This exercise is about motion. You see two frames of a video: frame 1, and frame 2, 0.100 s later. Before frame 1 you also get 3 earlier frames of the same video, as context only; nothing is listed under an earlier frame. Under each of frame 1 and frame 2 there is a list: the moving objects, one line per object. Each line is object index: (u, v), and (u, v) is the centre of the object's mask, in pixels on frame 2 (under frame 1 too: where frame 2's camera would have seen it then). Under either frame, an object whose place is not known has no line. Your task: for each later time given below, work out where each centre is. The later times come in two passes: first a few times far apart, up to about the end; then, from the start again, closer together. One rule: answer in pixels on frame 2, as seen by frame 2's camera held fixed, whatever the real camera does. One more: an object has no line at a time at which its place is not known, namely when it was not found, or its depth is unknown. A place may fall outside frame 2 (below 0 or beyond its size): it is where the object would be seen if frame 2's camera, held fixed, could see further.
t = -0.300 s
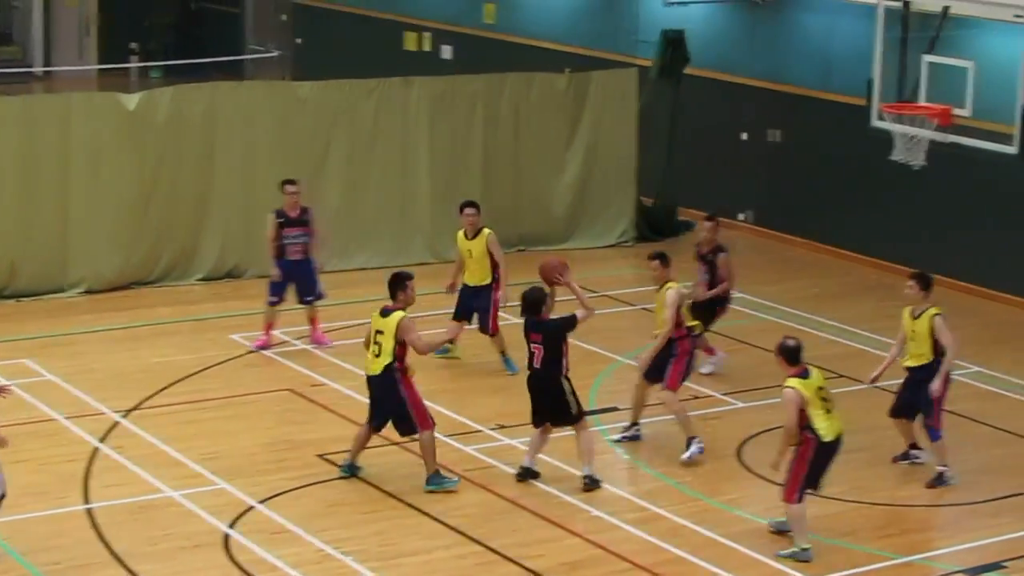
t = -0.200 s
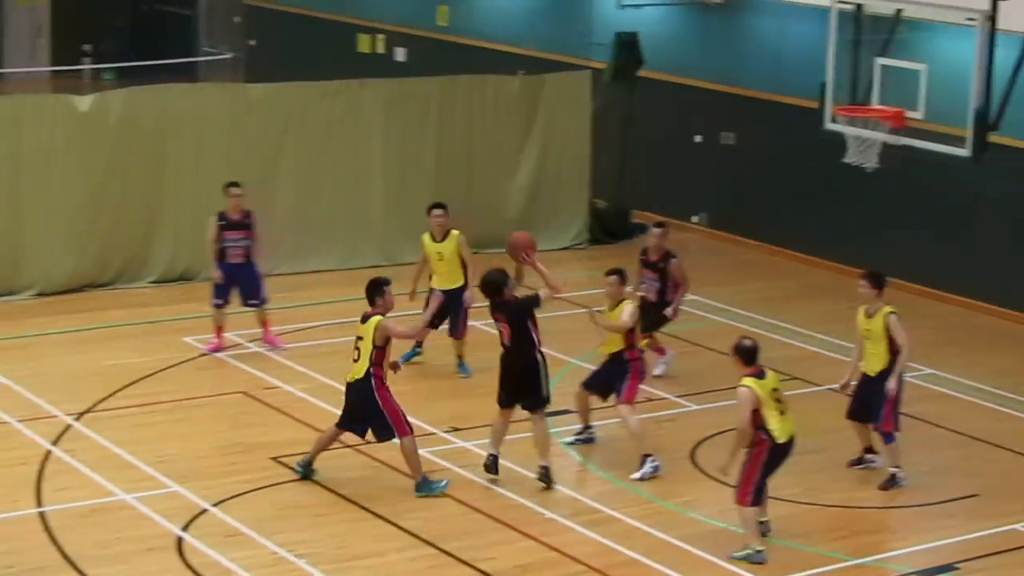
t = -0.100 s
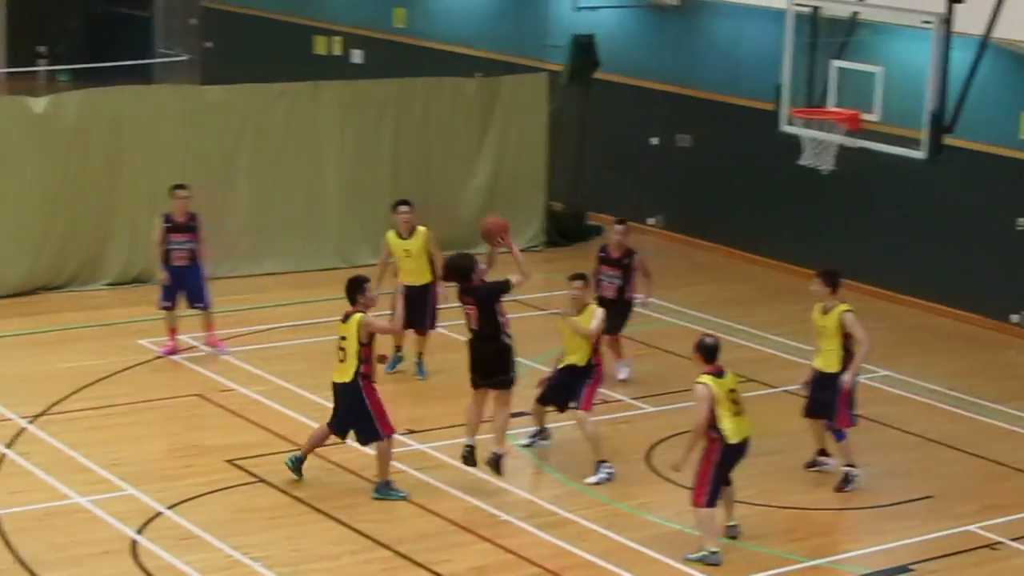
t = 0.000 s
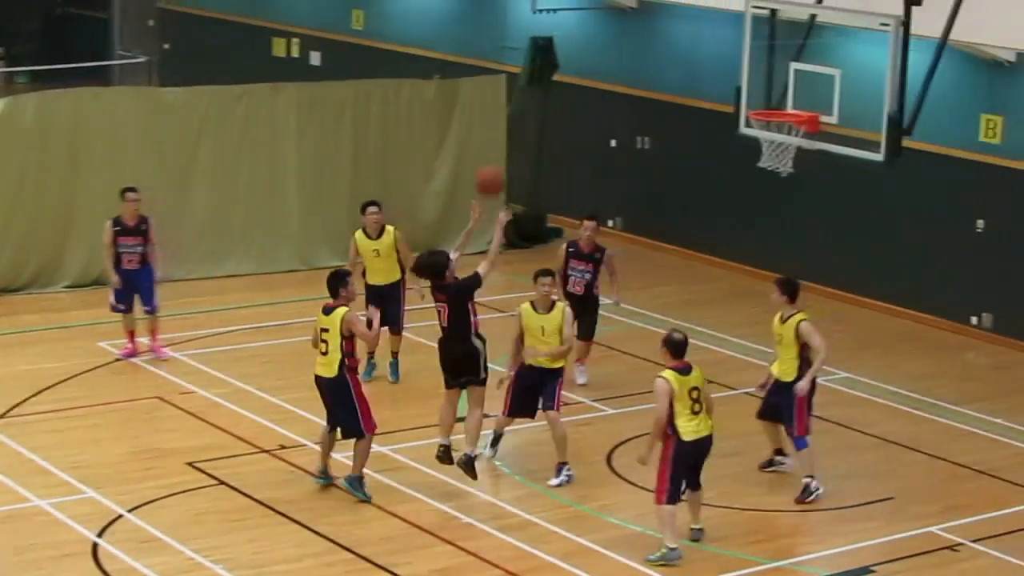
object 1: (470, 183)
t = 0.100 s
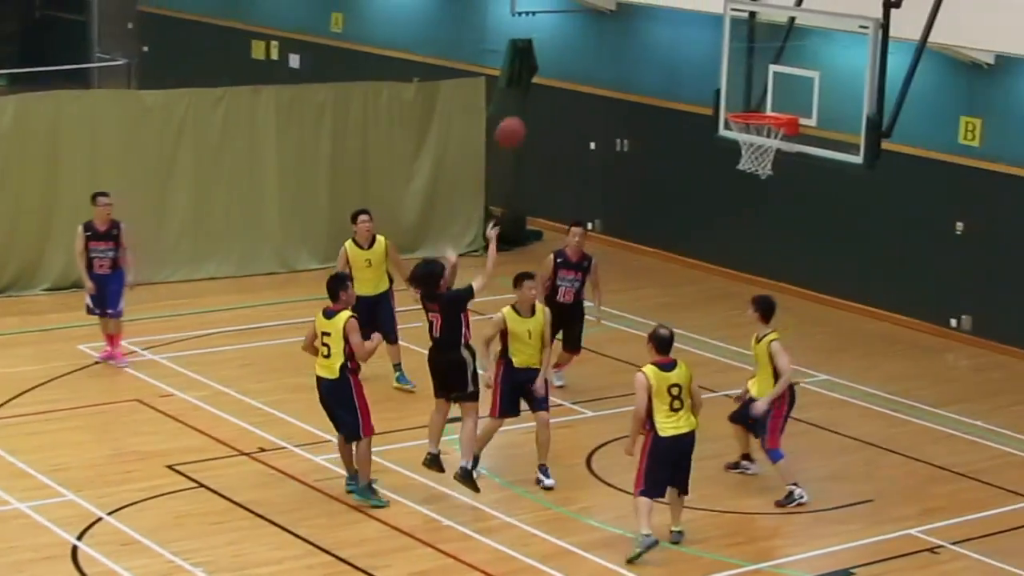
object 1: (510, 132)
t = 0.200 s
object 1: (550, 96)
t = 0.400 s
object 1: (628, 56)
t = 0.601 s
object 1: (699, 65)
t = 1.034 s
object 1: (756, 208)
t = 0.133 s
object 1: (524, 119)
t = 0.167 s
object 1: (537, 106)
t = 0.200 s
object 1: (550, 96)
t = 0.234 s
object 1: (563, 85)
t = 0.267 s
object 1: (577, 76)
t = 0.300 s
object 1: (590, 69)
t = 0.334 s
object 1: (602, 63)
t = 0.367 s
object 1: (615, 58)
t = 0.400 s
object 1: (628, 56)
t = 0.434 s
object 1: (640, 54)
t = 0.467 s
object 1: (652, 54)
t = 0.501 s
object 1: (664, 54)
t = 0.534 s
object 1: (676, 57)
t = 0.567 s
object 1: (687, 61)
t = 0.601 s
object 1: (699, 65)
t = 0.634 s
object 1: (710, 71)
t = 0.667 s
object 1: (721, 79)
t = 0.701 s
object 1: (732, 87)
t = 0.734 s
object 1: (743, 97)
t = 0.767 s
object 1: (754, 107)
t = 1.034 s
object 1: (756, 208)
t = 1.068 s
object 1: (754, 223)
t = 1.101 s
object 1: (752, 240)
